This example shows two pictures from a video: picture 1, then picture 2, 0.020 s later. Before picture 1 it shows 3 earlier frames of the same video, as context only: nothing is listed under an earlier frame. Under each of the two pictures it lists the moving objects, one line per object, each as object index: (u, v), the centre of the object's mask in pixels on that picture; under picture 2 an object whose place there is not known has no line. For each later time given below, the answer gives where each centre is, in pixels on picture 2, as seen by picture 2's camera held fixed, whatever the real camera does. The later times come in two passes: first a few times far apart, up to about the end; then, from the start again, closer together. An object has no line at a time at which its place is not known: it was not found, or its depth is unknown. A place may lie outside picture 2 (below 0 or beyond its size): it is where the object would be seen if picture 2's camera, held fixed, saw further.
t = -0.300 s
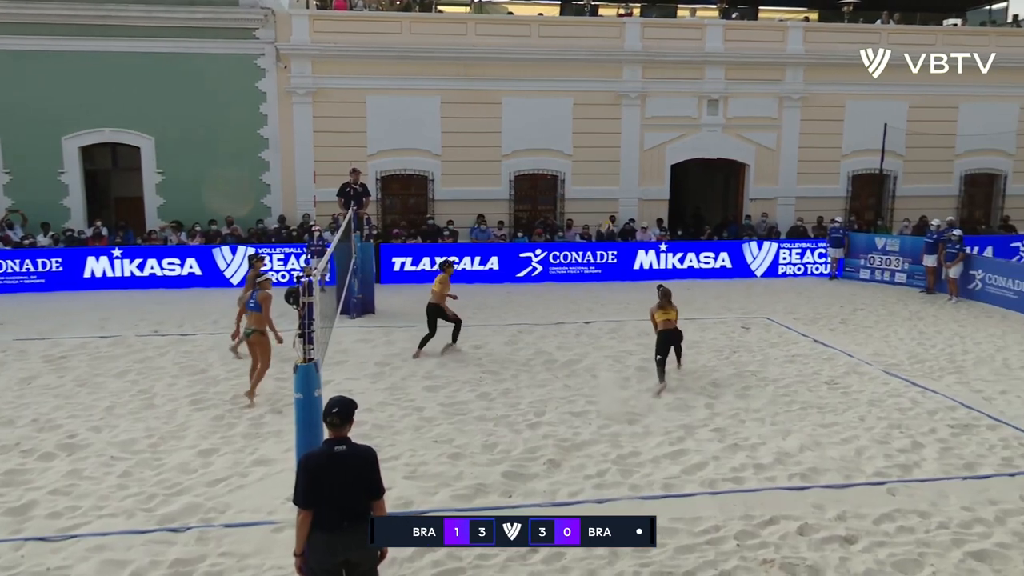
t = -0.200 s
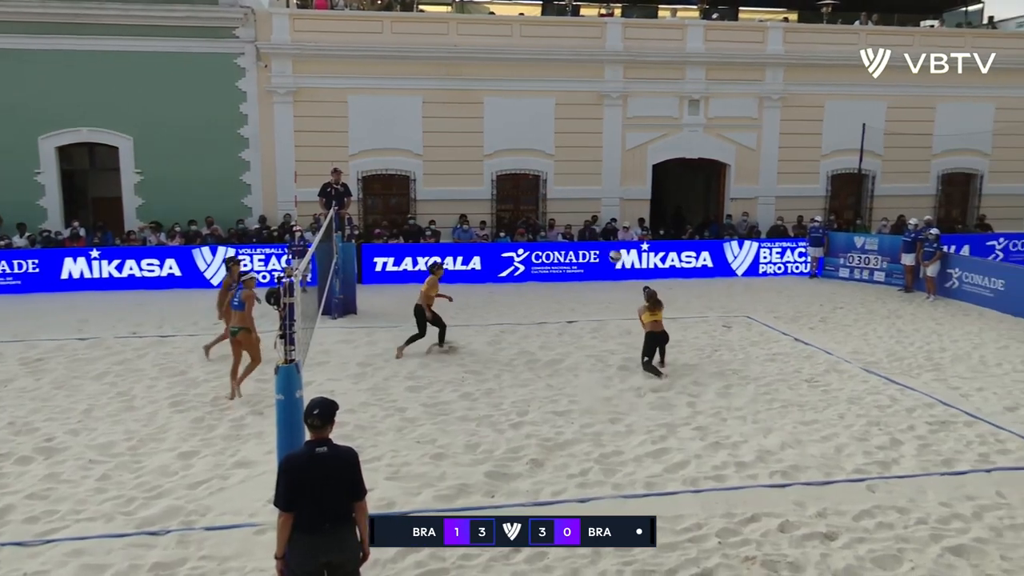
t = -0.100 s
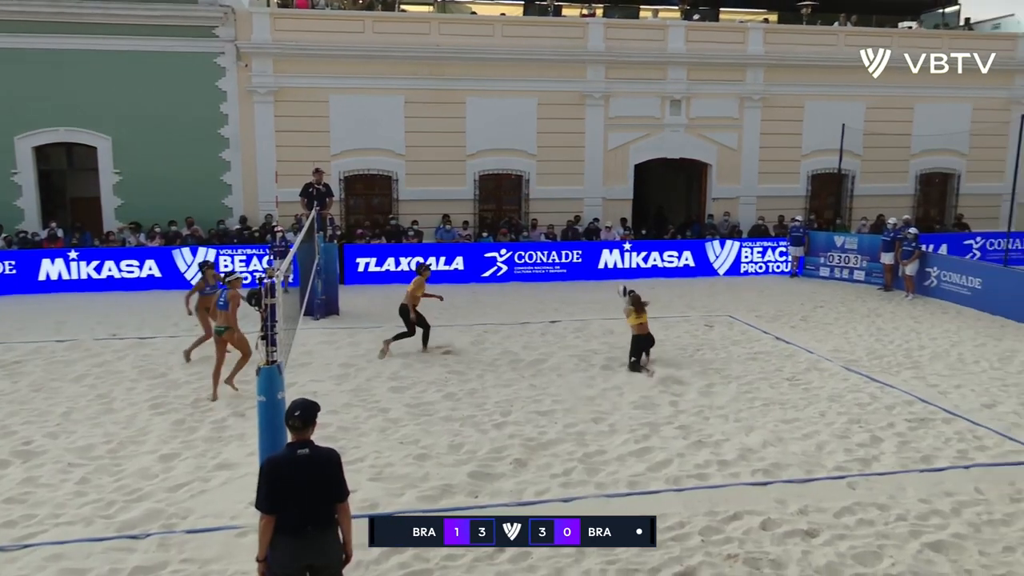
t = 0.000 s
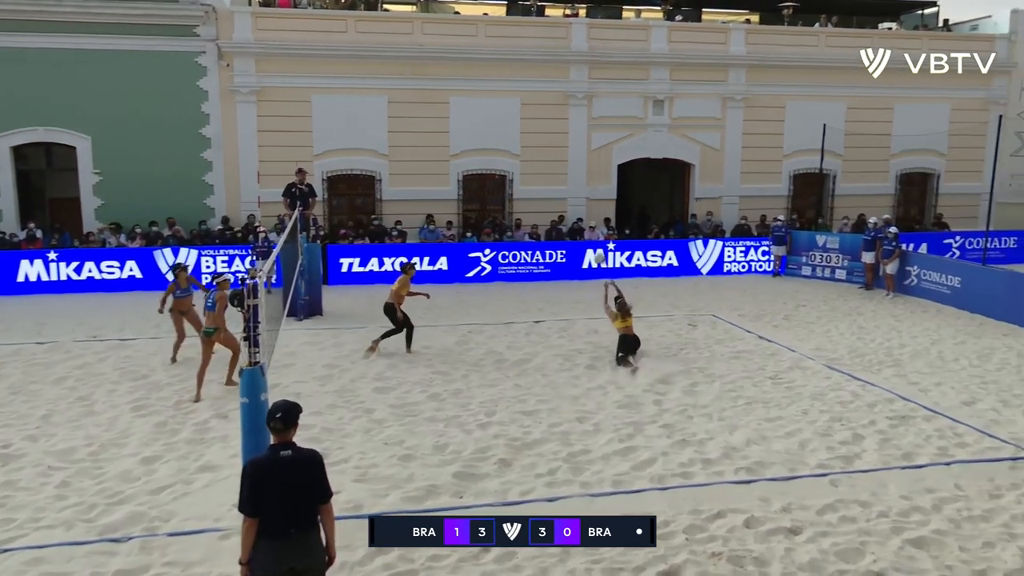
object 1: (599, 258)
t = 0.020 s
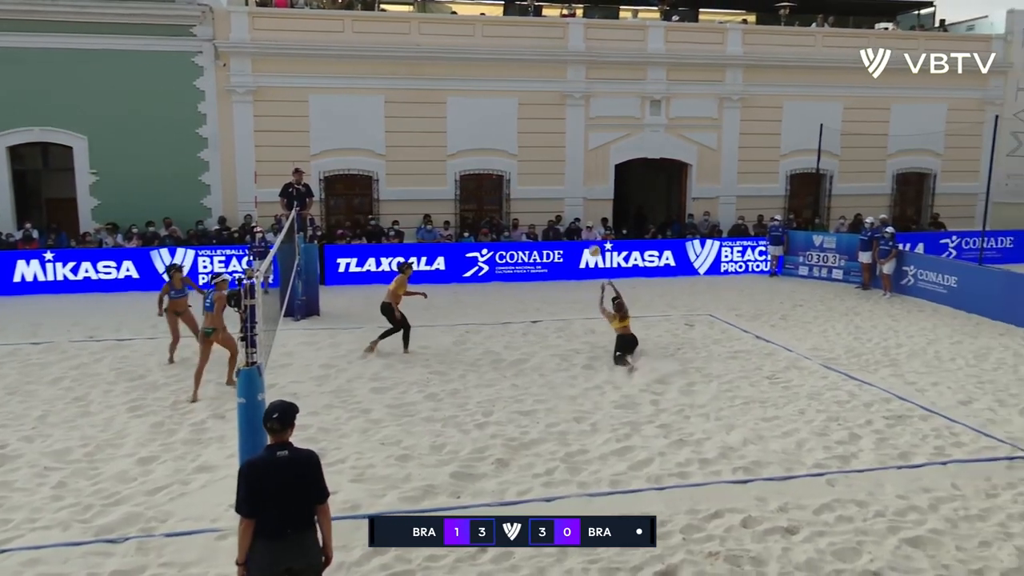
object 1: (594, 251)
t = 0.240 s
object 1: (565, 180)
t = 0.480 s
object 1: (532, 134)
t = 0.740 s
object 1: (498, 124)
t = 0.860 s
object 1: (483, 135)
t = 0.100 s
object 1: (584, 222)
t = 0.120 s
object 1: (580, 214)
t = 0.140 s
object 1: (578, 208)
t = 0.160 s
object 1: (575, 202)
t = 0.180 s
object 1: (573, 196)
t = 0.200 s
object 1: (570, 190)
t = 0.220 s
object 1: (567, 185)
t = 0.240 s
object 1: (565, 180)
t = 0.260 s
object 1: (562, 174)
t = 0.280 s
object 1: (559, 168)
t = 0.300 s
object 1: (556, 165)
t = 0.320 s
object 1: (553, 160)
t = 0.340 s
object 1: (550, 156)
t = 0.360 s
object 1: (548, 153)
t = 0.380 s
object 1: (545, 149)
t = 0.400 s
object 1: (543, 145)
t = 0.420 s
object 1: (540, 142)
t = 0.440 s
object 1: (538, 139)
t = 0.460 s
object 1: (534, 136)
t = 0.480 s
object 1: (532, 134)
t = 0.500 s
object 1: (529, 131)
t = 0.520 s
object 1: (527, 130)
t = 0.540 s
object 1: (524, 127)
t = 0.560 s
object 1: (521, 127)
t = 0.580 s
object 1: (518, 125)
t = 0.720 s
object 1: (500, 124)
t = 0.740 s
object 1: (498, 124)
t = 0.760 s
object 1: (495, 125)
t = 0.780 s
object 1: (493, 127)
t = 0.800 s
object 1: (490, 128)
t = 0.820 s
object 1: (488, 130)
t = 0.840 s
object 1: (485, 132)
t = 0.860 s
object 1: (483, 135)
